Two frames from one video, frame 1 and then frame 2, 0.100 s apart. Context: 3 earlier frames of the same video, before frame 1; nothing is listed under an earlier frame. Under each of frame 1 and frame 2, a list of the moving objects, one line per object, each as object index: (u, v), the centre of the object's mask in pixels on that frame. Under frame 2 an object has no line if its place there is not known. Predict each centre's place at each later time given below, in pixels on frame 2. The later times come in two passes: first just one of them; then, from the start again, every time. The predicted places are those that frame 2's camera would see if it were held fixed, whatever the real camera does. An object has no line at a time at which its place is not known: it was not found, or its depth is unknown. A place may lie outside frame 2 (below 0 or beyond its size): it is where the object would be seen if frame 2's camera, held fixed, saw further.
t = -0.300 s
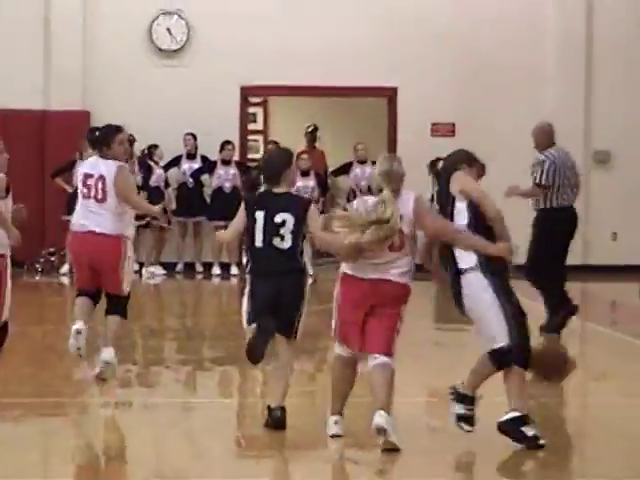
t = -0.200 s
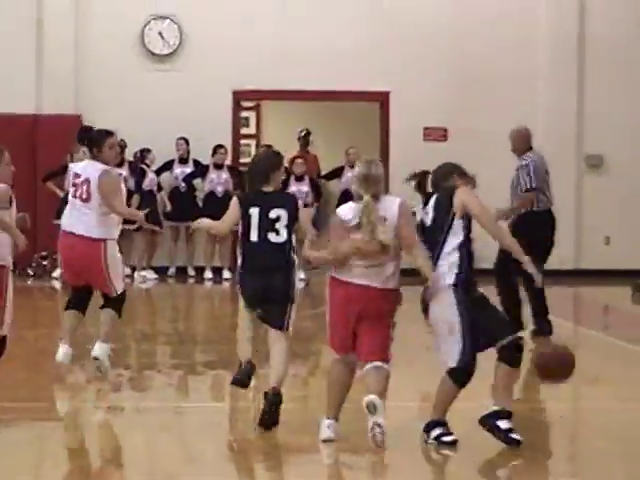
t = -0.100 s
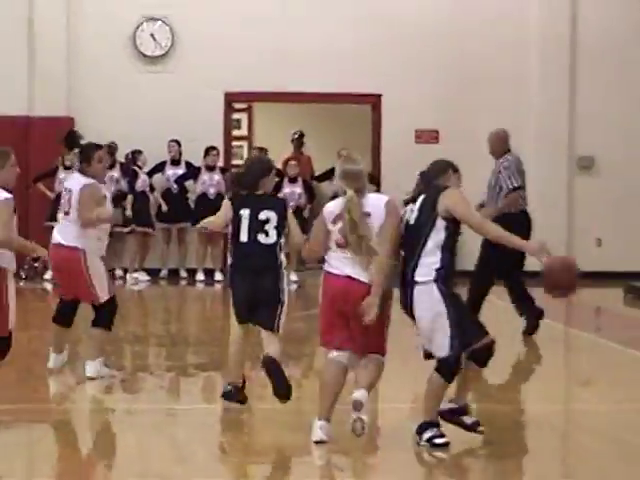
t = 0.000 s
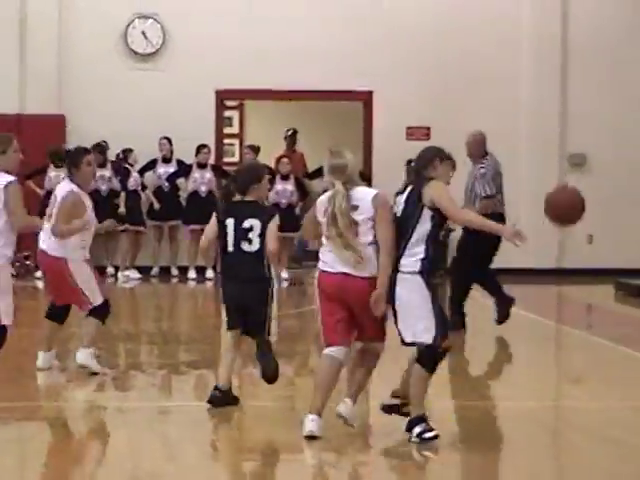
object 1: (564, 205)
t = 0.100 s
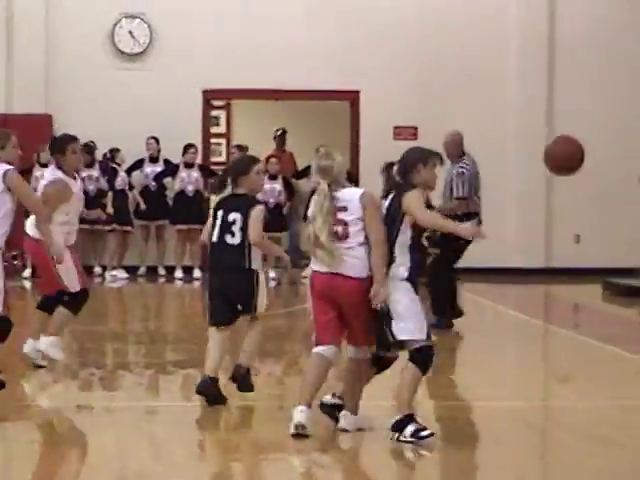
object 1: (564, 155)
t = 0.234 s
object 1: (573, 119)
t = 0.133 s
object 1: (568, 143)
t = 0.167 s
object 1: (568, 132)
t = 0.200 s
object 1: (573, 123)
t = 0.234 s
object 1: (573, 119)
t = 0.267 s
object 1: (575, 110)
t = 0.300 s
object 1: (578, 106)
